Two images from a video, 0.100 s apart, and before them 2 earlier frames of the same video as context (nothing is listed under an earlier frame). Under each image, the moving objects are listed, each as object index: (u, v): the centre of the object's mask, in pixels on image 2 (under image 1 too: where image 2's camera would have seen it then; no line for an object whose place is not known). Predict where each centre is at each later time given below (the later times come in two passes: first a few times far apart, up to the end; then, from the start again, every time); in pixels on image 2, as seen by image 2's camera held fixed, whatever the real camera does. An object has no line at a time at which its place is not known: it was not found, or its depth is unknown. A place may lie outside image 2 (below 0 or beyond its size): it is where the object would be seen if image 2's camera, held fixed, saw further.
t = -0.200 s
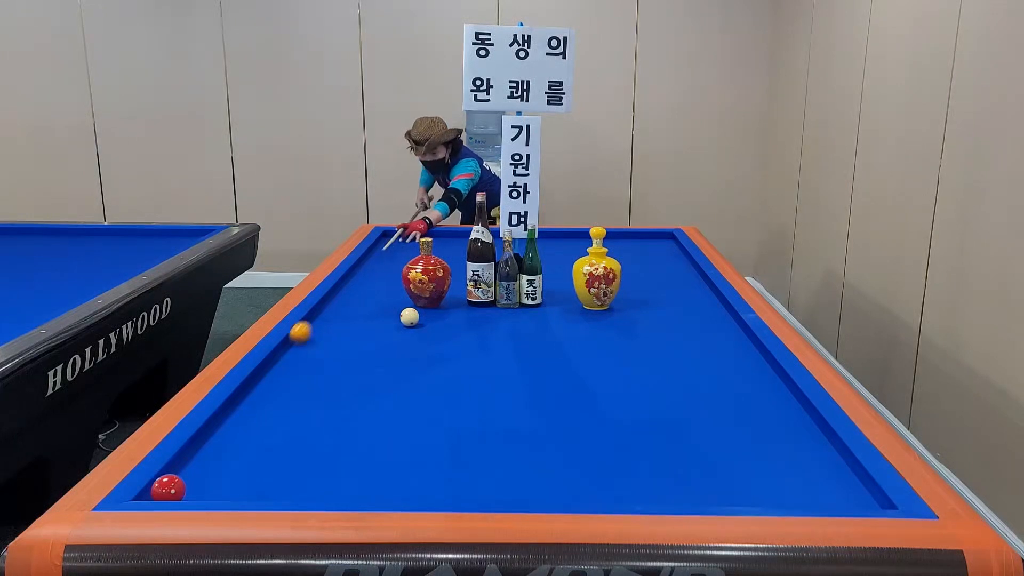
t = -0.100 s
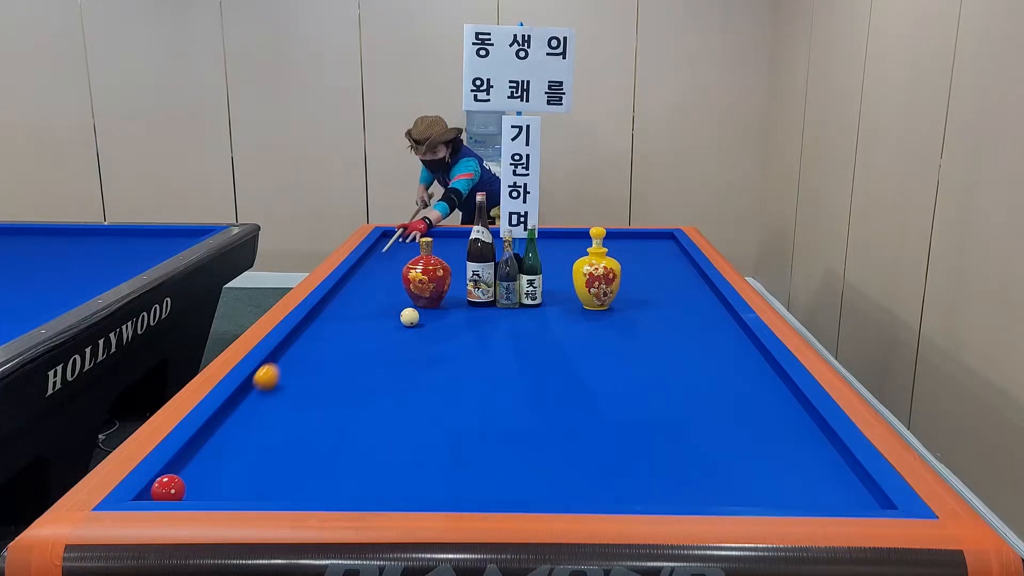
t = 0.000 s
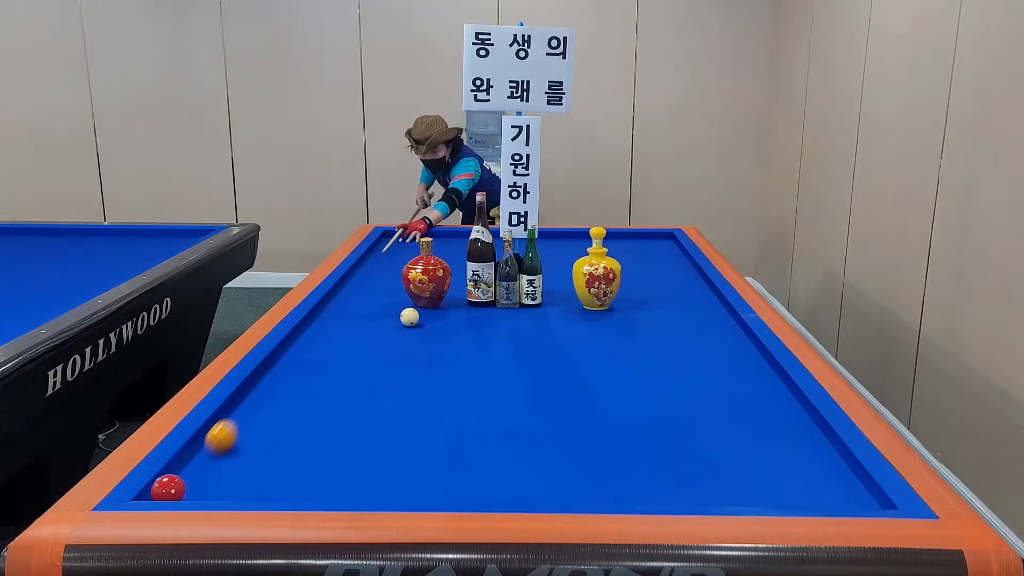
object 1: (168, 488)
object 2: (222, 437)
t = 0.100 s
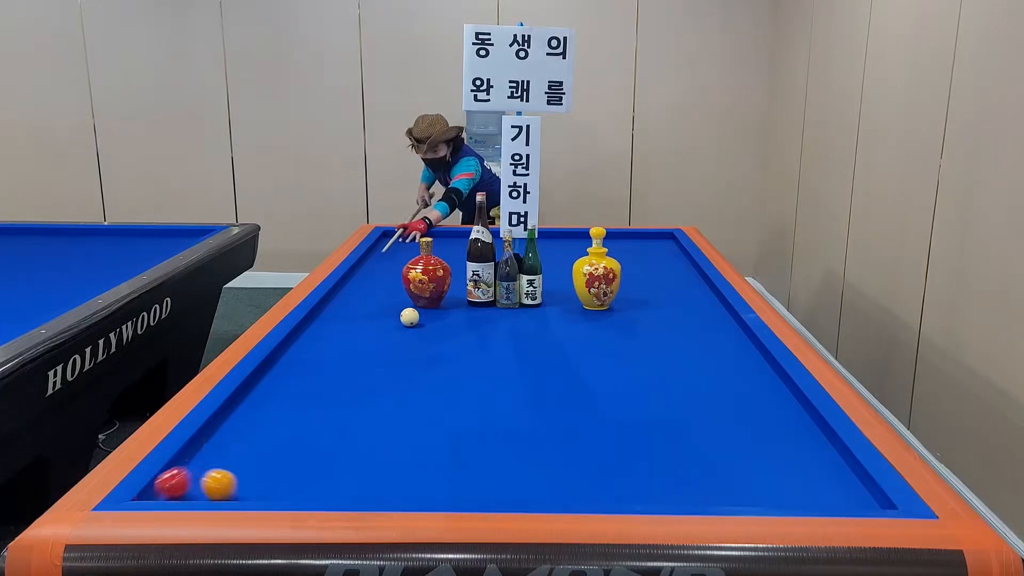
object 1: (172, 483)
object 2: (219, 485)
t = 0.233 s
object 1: (254, 438)
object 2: (315, 487)
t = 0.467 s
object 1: (344, 386)
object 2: (481, 467)
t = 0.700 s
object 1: (407, 350)
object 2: (619, 464)
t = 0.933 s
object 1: (456, 321)
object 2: (753, 464)
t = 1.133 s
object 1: (494, 301)
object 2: (826, 460)
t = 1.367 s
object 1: (533, 312)
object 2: (736, 440)
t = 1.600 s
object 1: (574, 318)
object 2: (671, 424)
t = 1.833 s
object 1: (616, 323)
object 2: (613, 409)
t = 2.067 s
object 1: (658, 329)
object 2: (560, 396)
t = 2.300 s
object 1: (702, 335)
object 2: (512, 384)
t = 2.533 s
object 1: (748, 342)
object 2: (468, 373)
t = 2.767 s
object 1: (733, 350)
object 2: (428, 363)
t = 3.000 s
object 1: (718, 359)
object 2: (391, 354)
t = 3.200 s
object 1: (705, 368)
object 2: (361, 346)
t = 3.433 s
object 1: (689, 377)
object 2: (329, 338)
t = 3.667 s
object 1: (673, 387)
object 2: (302, 331)
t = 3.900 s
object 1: (656, 398)
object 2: (323, 328)
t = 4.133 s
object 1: (638, 409)
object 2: (341, 326)
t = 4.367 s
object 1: (620, 421)
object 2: (358, 323)
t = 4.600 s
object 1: (601, 432)
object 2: (373, 321)
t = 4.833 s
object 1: (582, 445)
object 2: (388, 319)
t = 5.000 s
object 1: (568, 454)
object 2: (392, 318)
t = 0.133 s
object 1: (196, 471)
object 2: (238, 489)
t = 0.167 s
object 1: (218, 459)
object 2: (258, 492)
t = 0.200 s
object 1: (237, 448)
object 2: (287, 490)
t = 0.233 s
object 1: (254, 438)
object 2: (315, 487)
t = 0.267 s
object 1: (271, 429)
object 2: (342, 484)
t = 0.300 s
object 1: (285, 420)
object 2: (367, 479)
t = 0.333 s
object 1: (299, 412)
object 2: (392, 476)
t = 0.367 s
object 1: (311, 405)
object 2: (416, 473)
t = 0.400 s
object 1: (323, 398)
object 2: (438, 471)
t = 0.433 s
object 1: (334, 392)
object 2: (460, 469)
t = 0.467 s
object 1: (344, 386)
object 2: (481, 467)
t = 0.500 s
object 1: (354, 380)
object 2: (502, 466)
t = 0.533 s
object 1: (364, 375)
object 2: (522, 465)
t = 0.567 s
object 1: (373, 370)
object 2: (542, 465)
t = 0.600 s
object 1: (382, 364)
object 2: (561, 464)
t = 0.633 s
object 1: (390, 359)
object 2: (580, 464)
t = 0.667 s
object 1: (399, 354)
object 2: (600, 464)
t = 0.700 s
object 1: (407, 350)
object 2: (619, 464)
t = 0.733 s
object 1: (415, 345)
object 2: (638, 464)
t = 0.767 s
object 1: (422, 341)
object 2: (657, 464)
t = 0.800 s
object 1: (429, 336)
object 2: (676, 464)
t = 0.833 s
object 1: (436, 333)
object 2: (695, 464)
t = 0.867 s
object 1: (443, 328)
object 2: (715, 464)
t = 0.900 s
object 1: (450, 325)
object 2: (734, 464)
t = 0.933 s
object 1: (456, 321)
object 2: (753, 464)
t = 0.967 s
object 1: (462, 317)
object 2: (772, 464)
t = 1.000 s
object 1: (468, 314)
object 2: (792, 464)
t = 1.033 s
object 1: (474, 311)
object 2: (810, 464)
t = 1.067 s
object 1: (480, 307)
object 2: (829, 464)
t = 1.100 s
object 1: (486, 304)
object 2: (844, 463)
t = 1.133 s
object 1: (494, 301)
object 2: (826, 460)
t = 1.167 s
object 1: (499, 304)
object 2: (810, 457)
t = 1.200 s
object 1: (504, 305)
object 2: (794, 454)
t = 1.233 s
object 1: (510, 307)
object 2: (780, 451)
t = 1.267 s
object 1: (516, 309)
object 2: (768, 448)
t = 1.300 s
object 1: (521, 310)
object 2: (756, 446)
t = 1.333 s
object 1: (527, 311)
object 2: (746, 443)
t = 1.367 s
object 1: (533, 312)
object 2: (736, 440)
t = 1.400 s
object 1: (539, 313)
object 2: (726, 438)
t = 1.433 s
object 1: (545, 313)
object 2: (716, 436)
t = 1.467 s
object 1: (551, 314)
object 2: (707, 433)
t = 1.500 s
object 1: (556, 315)
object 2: (698, 431)
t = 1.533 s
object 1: (562, 316)
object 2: (689, 429)
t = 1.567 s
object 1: (568, 317)
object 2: (680, 426)
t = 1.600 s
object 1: (574, 318)
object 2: (671, 424)
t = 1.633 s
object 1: (579, 318)
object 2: (662, 422)
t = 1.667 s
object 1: (586, 319)
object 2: (653, 419)
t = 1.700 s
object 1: (591, 320)
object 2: (645, 418)
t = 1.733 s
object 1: (597, 320)
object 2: (637, 415)
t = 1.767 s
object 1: (604, 322)
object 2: (629, 413)
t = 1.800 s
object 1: (610, 322)
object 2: (621, 411)
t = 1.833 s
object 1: (616, 323)
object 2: (613, 409)
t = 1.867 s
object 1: (622, 324)
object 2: (605, 407)
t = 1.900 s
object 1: (628, 325)
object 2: (597, 405)
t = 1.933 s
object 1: (634, 326)
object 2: (590, 404)
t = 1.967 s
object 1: (640, 327)
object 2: (582, 402)
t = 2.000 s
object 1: (646, 327)
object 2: (575, 400)
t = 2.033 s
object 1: (652, 328)
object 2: (567, 398)
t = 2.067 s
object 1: (658, 329)
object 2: (560, 396)
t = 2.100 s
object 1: (664, 330)
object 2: (553, 394)
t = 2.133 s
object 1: (671, 331)
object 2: (546, 392)
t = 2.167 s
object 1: (677, 332)
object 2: (539, 391)
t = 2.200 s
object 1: (683, 333)
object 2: (532, 389)
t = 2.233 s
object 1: (689, 334)
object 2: (525, 387)
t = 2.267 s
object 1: (696, 335)
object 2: (519, 386)
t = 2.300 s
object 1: (702, 335)
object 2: (512, 384)
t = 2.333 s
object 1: (709, 336)
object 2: (506, 382)
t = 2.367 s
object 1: (715, 337)
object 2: (499, 381)
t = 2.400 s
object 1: (722, 338)
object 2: (493, 379)
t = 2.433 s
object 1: (728, 339)
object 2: (487, 378)
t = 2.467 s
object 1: (735, 340)
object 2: (480, 376)
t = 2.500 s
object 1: (741, 340)
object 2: (474, 375)
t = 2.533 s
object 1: (748, 342)
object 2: (468, 373)
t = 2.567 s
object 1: (748, 343)
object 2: (462, 372)
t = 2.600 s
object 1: (744, 344)
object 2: (456, 370)
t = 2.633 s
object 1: (741, 345)
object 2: (450, 369)
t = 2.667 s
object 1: (739, 346)
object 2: (445, 367)
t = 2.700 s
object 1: (738, 348)
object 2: (439, 366)
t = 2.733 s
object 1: (735, 349)
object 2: (433, 364)
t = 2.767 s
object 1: (733, 350)
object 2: (428, 363)
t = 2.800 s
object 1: (731, 351)
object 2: (423, 362)
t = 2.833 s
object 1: (729, 353)
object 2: (417, 360)
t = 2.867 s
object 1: (727, 354)
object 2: (412, 359)
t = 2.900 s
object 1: (725, 355)
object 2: (406, 358)
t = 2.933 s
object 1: (723, 357)
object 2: (401, 356)
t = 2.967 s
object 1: (720, 358)
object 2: (396, 355)
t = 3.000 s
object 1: (718, 359)
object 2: (391, 354)
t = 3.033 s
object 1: (716, 361)
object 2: (386, 352)
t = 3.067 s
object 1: (714, 362)
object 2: (381, 351)
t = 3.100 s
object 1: (712, 363)
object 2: (376, 350)
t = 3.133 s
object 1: (710, 365)
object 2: (371, 349)
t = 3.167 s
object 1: (707, 366)
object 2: (366, 347)
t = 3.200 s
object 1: (705, 368)
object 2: (361, 346)
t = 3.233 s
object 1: (703, 369)
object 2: (357, 345)
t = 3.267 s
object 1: (701, 370)
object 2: (352, 344)
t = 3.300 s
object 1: (698, 372)
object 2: (347, 343)
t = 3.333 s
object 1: (696, 373)
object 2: (343, 342)
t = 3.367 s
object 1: (694, 375)
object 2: (338, 341)
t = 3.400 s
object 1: (691, 376)
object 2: (334, 340)
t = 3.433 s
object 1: (689, 377)
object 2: (329, 338)
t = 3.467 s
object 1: (687, 379)
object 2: (325, 338)
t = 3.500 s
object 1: (684, 380)
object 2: (321, 336)
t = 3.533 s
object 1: (682, 382)
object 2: (316, 335)
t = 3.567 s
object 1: (680, 383)
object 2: (312, 334)
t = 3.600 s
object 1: (678, 384)
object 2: (308, 333)
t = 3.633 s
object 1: (675, 386)
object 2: (304, 332)
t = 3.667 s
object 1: (673, 387)
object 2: (302, 331)
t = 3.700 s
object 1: (670, 389)
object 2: (306, 330)
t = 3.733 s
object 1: (668, 390)
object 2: (310, 330)
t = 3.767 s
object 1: (666, 392)
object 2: (313, 330)
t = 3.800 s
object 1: (663, 393)
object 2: (315, 330)
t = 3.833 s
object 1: (661, 395)
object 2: (318, 329)
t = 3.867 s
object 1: (658, 396)
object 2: (321, 329)
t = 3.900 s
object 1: (656, 398)
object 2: (323, 328)
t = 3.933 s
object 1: (654, 400)
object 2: (326, 328)
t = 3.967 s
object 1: (651, 401)
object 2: (329, 327)
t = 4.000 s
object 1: (649, 402)
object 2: (331, 327)
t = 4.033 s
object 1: (646, 404)
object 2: (334, 327)
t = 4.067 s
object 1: (644, 406)
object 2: (336, 326)
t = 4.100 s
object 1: (641, 407)
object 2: (339, 326)
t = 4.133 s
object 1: (638, 409)
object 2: (341, 326)
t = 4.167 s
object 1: (636, 410)
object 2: (344, 325)
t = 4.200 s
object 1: (633, 412)
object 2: (346, 325)
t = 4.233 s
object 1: (631, 414)
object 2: (348, 325)
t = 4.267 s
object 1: (628, 415)
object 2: (351, 324)
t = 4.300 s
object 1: (626, 417)
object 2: (353, 324)
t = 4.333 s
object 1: (623, 419)
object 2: (355, 324)
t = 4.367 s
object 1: (620, 421)
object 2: (358, 323)
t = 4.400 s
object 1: (618, 422)
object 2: (360, 323)
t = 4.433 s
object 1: (615, 424)
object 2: (362, 323)
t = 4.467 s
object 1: (612, 425)
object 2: (365, 322)
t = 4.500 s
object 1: (610, 427)
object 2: (367, 322)
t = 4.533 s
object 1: (607, 429)
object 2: (369, 322)
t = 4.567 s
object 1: (604, 431)
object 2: (371, 321)
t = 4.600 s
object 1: (601, 432)
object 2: (373, 321)
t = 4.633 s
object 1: (599, 434)
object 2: (375, 321)
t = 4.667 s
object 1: (596, 436)
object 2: (378, 320)
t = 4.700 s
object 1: (593, 438)
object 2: (380, 320)
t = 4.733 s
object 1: (590, 439)
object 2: (382, 320)
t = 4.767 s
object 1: (588, 441)
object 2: (384, 320)
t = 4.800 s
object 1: (585, 443)
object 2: (386, 319)
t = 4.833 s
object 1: (582, 445)
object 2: (388, 319)
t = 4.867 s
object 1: (579, 447)
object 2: (390, 319)
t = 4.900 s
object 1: (576, 448)
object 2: (391, 318)
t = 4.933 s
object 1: (574, 450)
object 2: (391, 318)
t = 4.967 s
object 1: (570, 452)
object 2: (391, 318)
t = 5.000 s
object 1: (568, 454)
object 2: (392, 318)
